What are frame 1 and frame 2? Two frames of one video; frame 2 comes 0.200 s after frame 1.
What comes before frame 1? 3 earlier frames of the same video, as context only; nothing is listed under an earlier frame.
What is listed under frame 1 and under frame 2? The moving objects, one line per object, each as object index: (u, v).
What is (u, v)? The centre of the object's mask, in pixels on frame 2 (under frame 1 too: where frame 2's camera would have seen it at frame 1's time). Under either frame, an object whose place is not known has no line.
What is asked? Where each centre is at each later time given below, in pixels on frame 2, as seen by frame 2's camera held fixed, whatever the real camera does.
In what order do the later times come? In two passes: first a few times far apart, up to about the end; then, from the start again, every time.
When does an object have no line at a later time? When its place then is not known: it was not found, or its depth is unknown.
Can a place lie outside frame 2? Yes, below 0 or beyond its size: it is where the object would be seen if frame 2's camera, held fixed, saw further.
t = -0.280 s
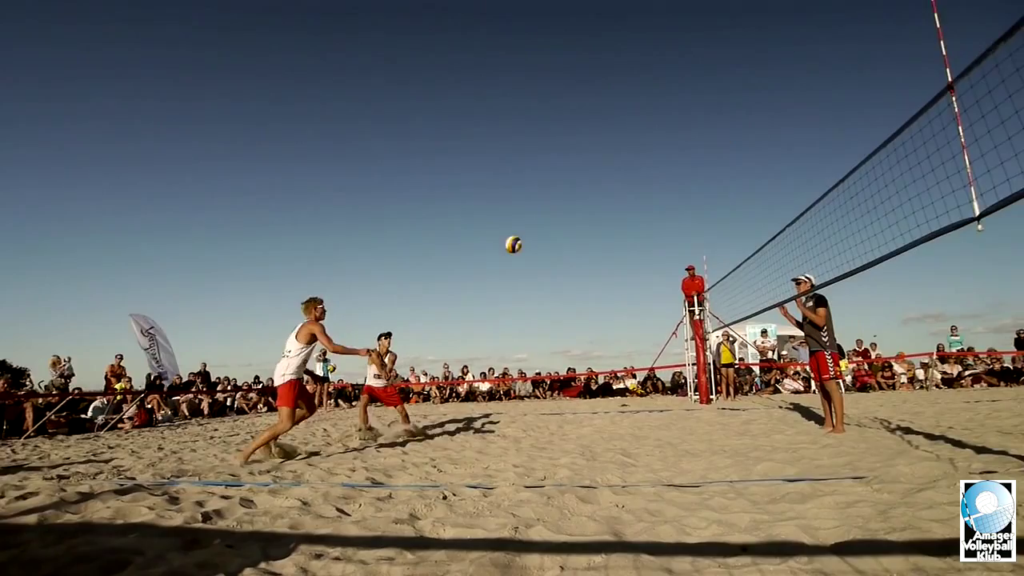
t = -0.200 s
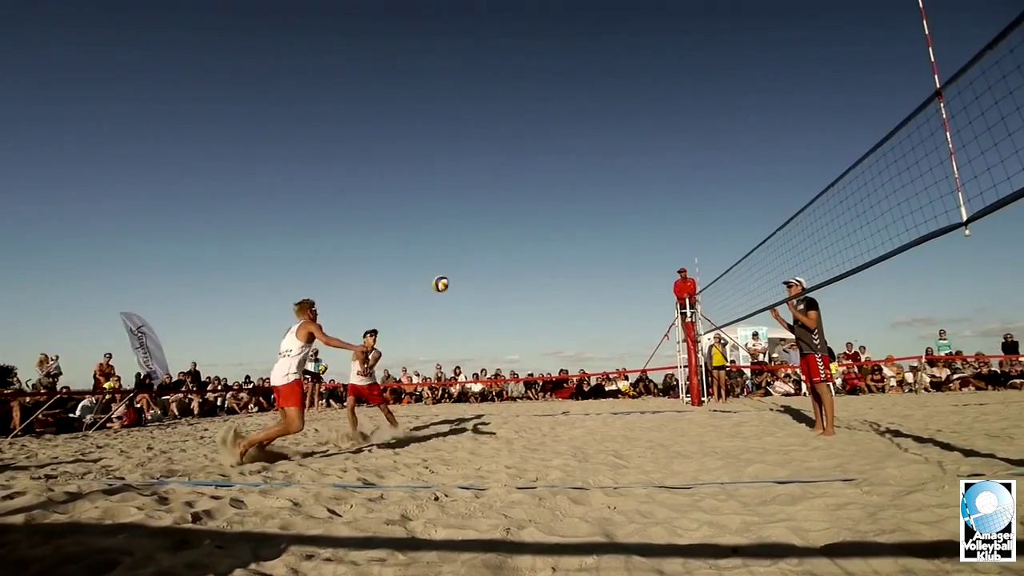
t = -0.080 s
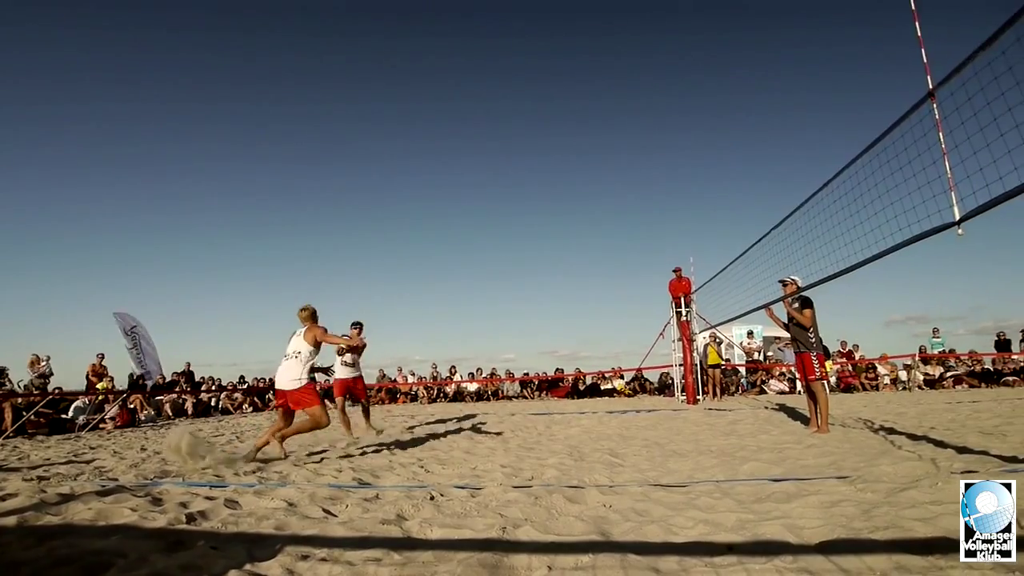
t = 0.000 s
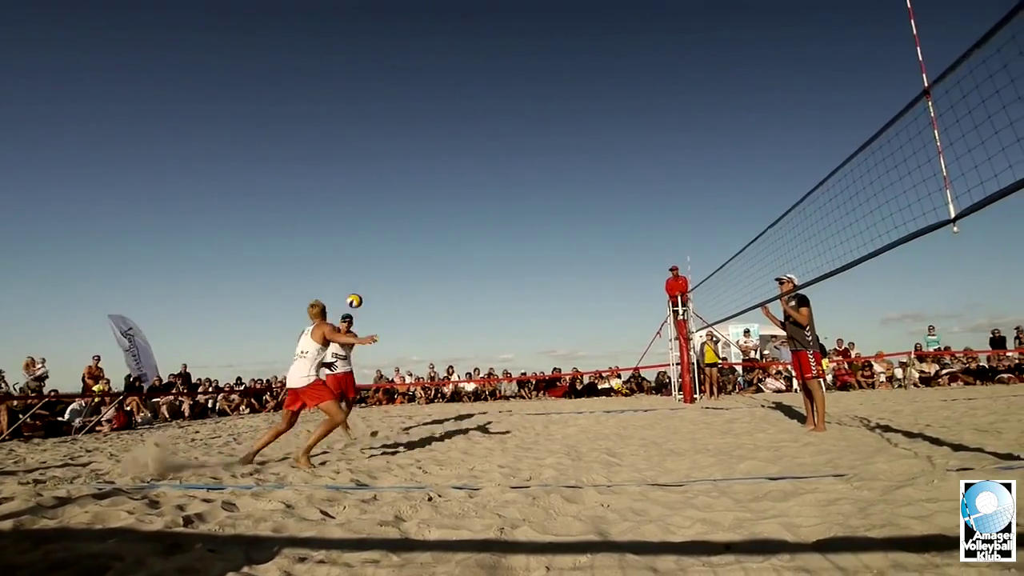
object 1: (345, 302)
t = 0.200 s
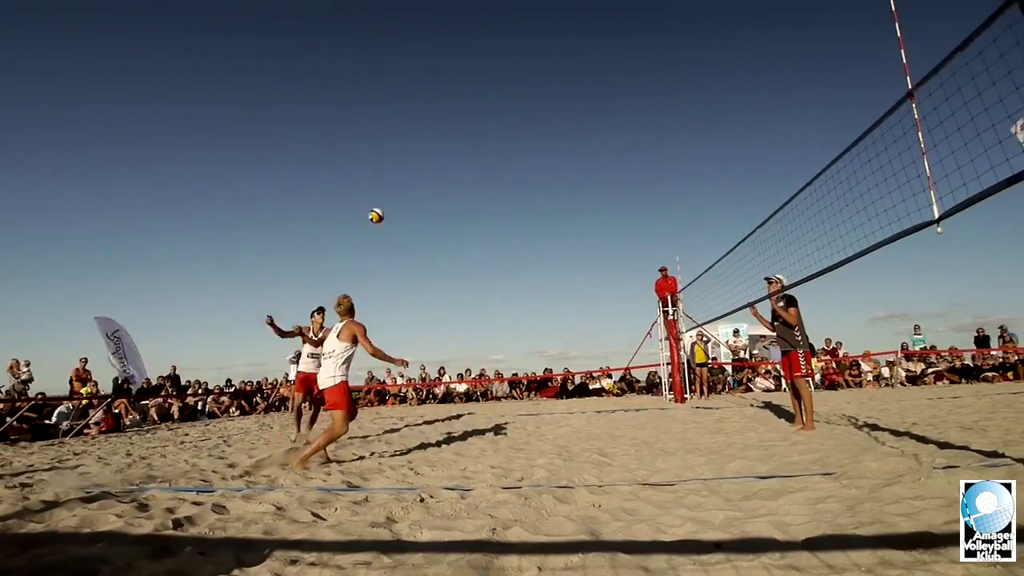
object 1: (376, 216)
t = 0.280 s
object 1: (388, 190)
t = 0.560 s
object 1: (426, 132)
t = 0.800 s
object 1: (453, 121)
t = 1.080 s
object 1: (486, 149)
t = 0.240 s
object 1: (382, 203)
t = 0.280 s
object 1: (388, 190)
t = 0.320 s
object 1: (393, 178)
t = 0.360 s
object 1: (399, 169)
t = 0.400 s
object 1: (403, 159)
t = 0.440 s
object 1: (410, 151)
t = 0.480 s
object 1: (415, 144)
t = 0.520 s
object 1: (420, 137)
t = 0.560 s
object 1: (426, 132)
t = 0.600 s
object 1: (432, 129)
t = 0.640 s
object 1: (434, 124)
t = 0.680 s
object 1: (440, 123)
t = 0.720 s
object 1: (445, 120)
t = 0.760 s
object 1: (449, 121)
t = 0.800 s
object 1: (453, 121)
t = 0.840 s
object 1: (458, 123)
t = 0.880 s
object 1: (463, 124)
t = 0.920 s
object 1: (467, 127)
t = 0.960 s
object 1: (472, 131)
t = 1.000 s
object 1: (476, 136)
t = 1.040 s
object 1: (481, 143)
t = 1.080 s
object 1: (486, 149)
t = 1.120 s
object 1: (490, 157)
